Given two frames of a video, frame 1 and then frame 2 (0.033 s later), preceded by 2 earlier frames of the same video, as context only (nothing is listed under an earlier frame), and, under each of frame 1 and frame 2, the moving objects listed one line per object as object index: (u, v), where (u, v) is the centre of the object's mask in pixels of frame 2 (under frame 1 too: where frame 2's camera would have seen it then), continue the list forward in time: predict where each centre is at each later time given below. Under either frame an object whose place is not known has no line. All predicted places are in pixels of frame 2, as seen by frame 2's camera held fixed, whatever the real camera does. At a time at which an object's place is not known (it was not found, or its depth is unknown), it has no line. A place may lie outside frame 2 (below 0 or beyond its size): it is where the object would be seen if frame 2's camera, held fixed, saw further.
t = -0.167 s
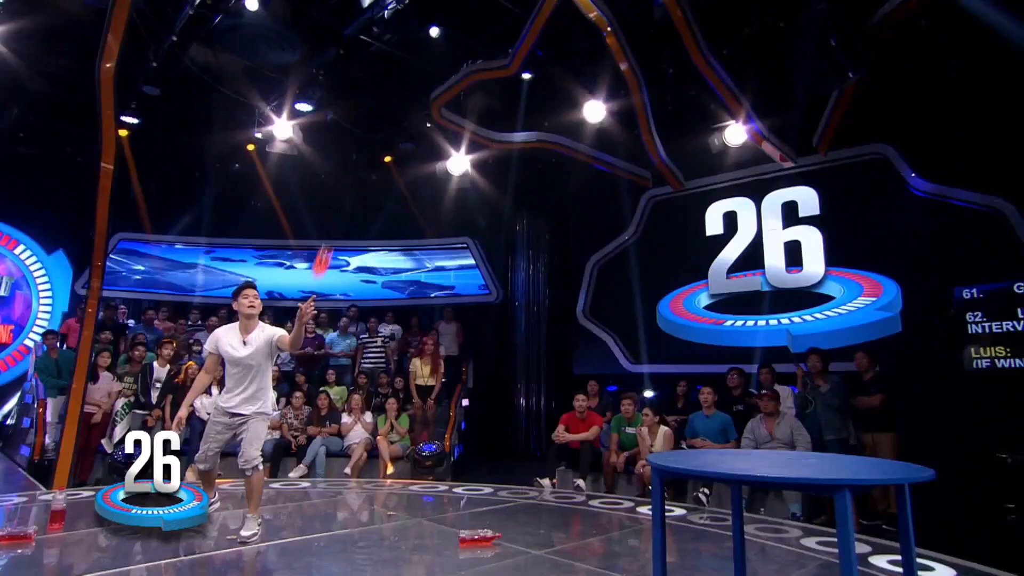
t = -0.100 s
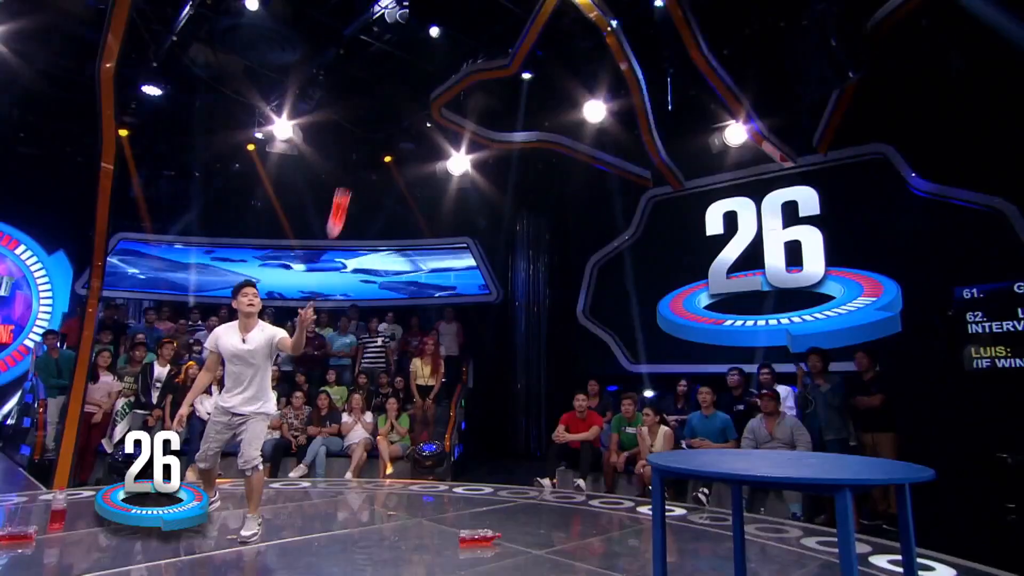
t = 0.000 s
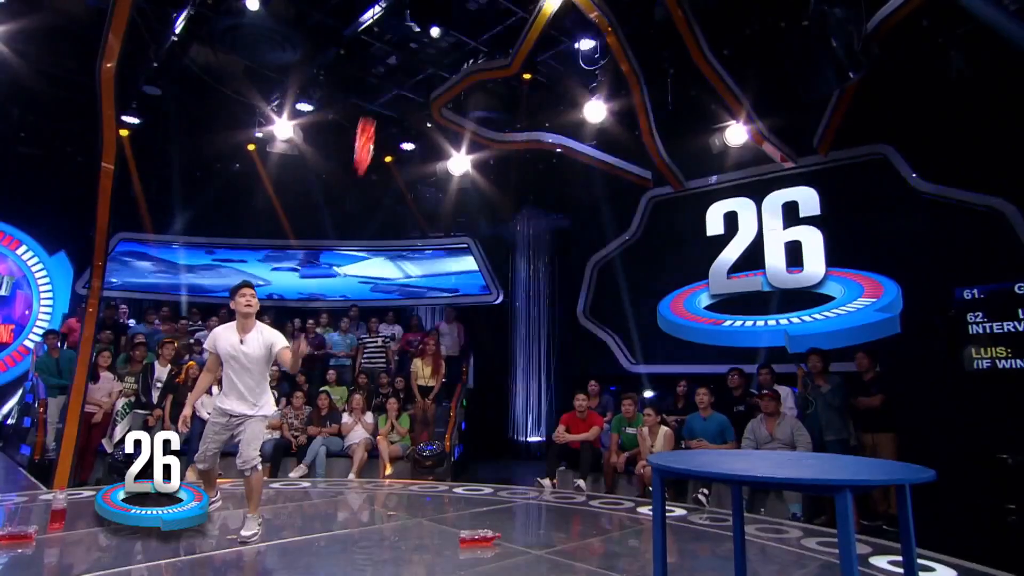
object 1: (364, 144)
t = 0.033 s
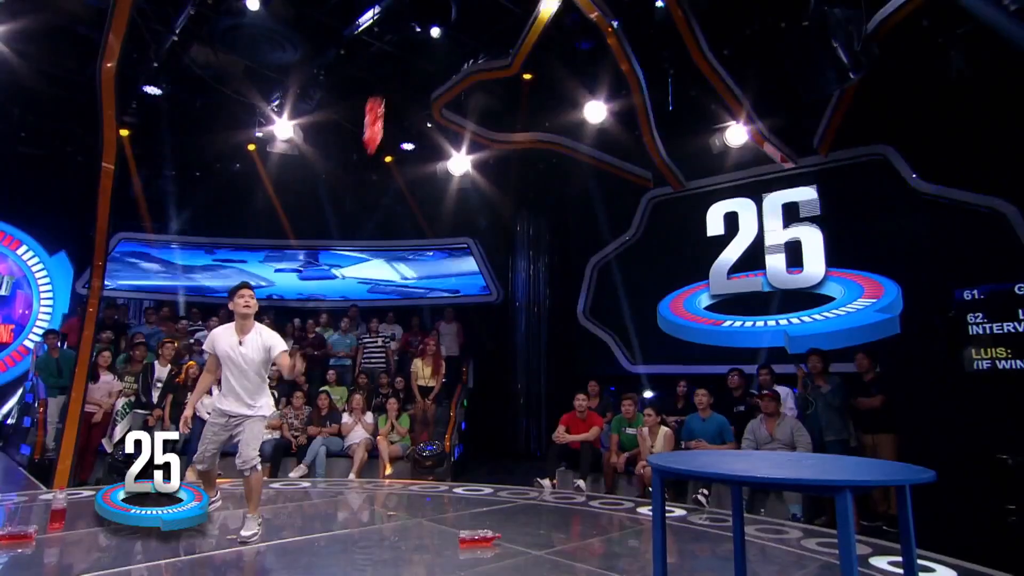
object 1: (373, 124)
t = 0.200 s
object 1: (420, 45)
